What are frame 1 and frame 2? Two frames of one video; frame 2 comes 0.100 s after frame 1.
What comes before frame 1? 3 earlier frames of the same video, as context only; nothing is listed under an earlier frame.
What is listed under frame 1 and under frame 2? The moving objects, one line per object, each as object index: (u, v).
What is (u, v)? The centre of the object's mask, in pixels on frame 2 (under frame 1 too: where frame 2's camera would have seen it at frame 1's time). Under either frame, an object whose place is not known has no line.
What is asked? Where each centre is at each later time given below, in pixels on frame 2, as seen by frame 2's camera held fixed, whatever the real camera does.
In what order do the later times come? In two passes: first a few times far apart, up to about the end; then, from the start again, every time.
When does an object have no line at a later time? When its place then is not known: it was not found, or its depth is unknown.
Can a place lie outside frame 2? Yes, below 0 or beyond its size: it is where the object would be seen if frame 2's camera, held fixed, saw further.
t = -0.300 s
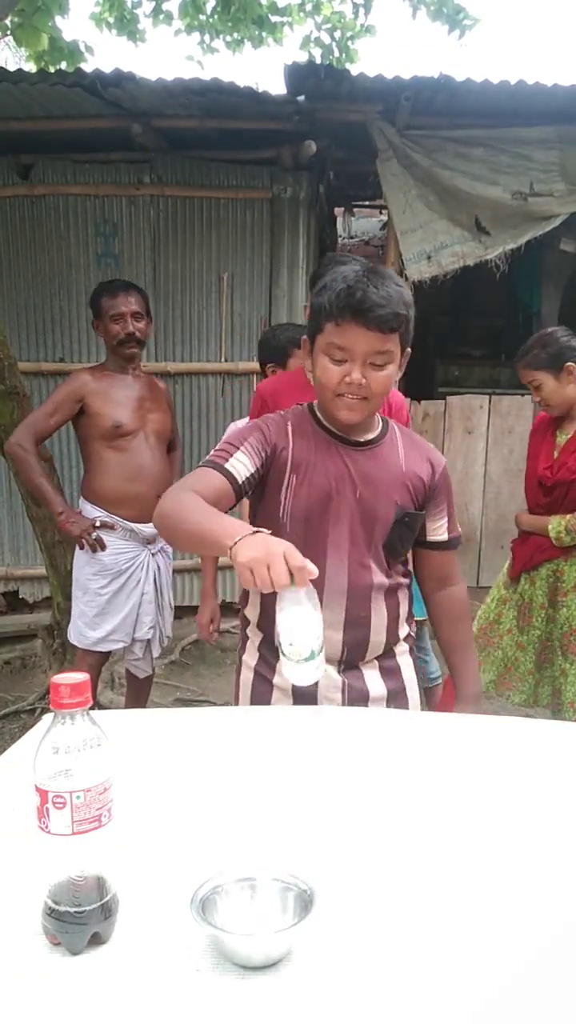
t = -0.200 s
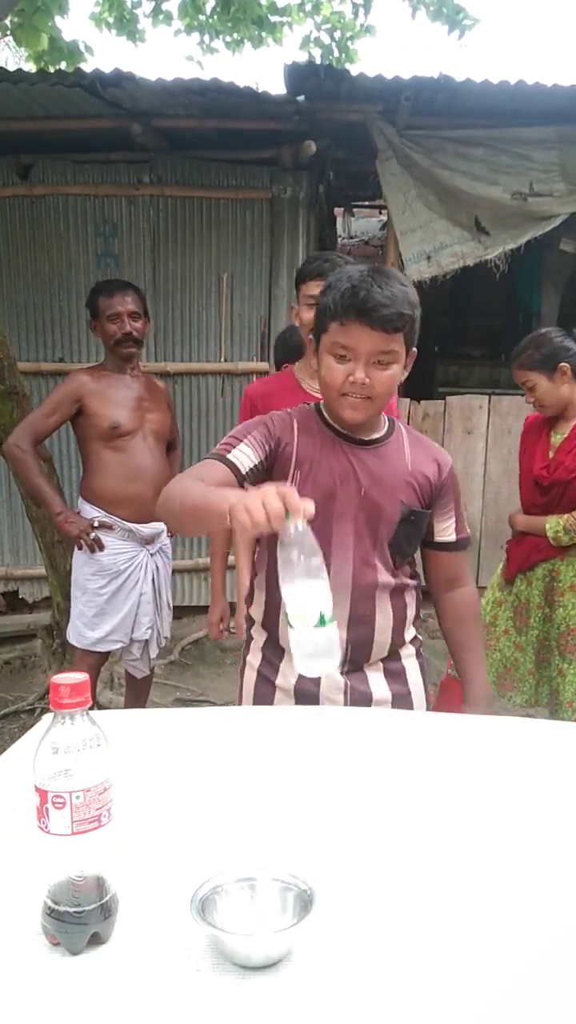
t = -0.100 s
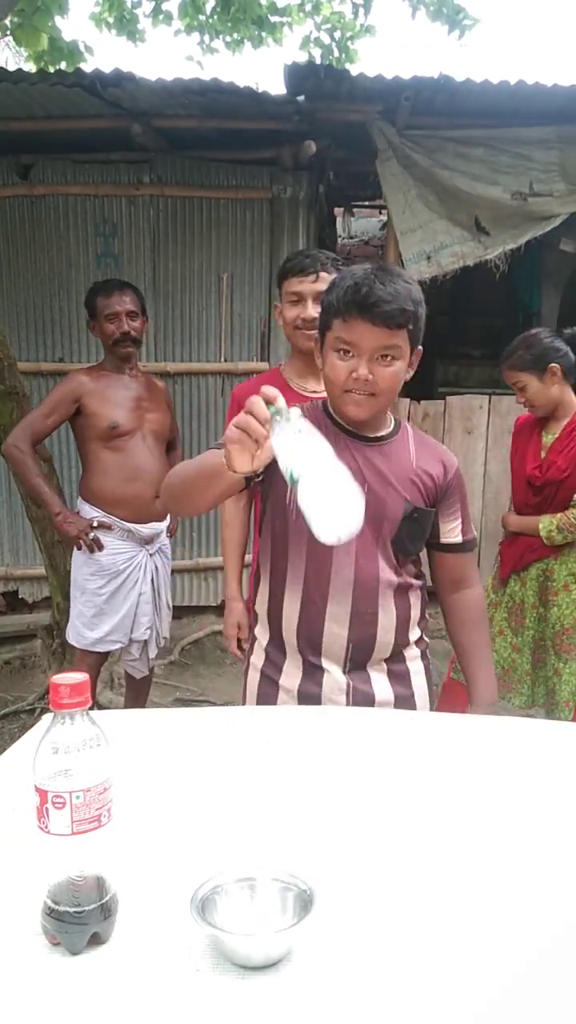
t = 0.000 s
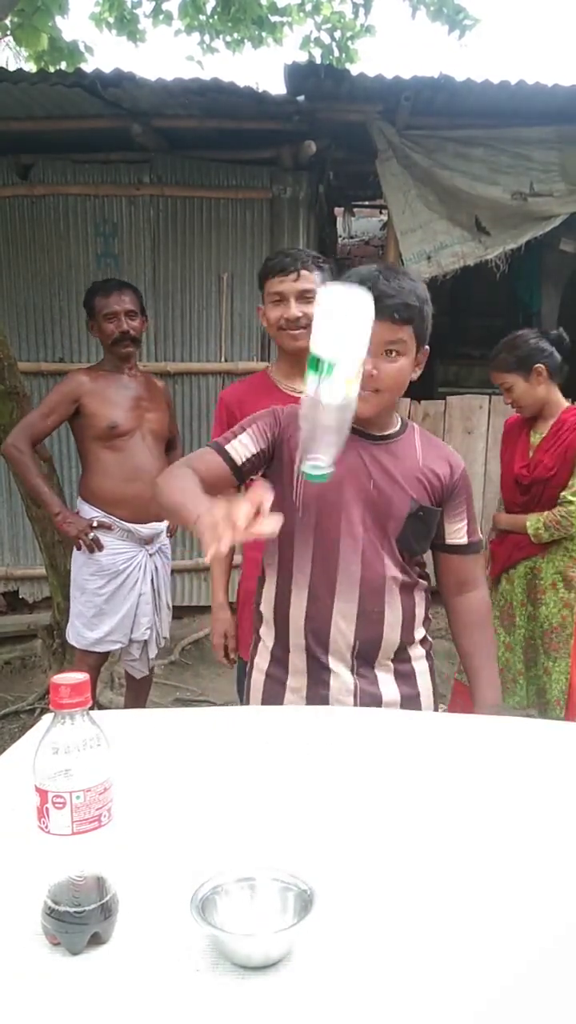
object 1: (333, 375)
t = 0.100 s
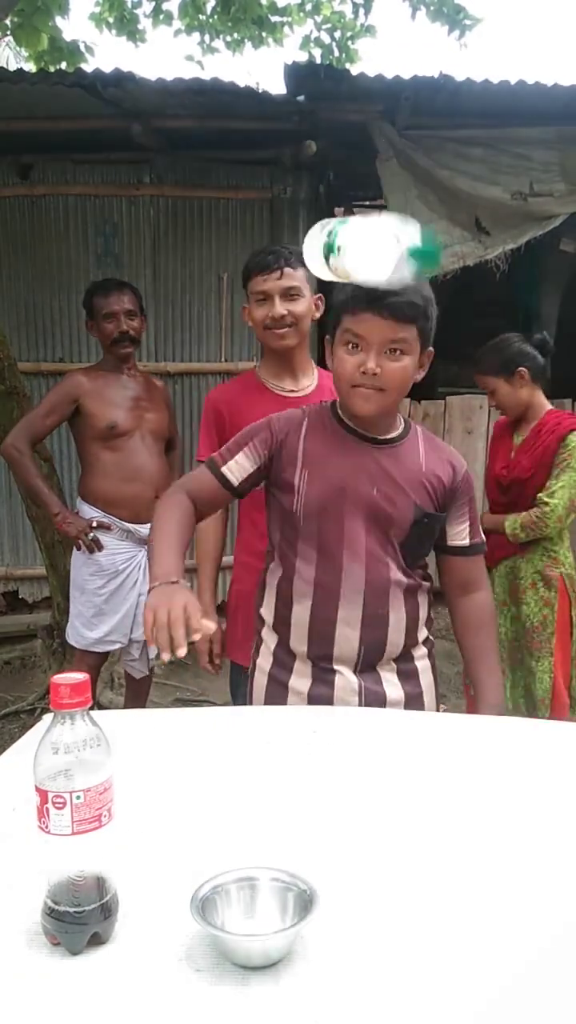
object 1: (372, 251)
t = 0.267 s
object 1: (369, 284)
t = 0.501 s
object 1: (363, 766)
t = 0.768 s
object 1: (353, 780)
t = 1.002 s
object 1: (349, 782)
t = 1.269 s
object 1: (342, 782)
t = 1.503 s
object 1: (338, 783)
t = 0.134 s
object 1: (371, 220)
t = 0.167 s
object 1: (369, 215)
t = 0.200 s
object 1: (369, 226)
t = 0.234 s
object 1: (370, 248)
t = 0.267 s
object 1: (369, 284)
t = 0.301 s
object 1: (369, 332)
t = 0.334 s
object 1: (370, 392)
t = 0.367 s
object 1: (370, 465)
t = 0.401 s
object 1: (370, 548)
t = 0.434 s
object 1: (370, 623)
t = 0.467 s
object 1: (372, 738)
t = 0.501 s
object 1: (363, 766)
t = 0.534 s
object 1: (356, 793)
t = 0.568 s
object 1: (348, 780)
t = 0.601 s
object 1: (353, 779)
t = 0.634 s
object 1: (354, 780)
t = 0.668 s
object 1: (351, 780)
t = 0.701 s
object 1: (353, 778)
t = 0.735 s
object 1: (351, 779)
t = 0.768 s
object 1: (353, 780)
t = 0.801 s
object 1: (351, 781)
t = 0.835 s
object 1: (351, 780)
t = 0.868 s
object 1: (350, 780)
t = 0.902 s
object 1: (352, 780)
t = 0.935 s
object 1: (351, 781)
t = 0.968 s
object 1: (350, 781)
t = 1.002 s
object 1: (349, 782)
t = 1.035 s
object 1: (347, 781)
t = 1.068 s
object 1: (347, 781)
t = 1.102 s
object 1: (347, 781)
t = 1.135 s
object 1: (346, 781)
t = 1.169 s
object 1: (345, 781)
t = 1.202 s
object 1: (343, 782)
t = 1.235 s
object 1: (342, 782)
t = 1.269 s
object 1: (342, 782)
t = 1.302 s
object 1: (343, 783)
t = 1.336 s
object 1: (342, 783)
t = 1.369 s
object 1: (341, 784)
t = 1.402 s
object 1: (341, 785)
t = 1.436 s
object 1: (339, 783)
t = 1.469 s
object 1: (341, 785)
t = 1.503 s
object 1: (338, 783)
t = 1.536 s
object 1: (336, 783)
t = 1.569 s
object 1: (336, 784)
